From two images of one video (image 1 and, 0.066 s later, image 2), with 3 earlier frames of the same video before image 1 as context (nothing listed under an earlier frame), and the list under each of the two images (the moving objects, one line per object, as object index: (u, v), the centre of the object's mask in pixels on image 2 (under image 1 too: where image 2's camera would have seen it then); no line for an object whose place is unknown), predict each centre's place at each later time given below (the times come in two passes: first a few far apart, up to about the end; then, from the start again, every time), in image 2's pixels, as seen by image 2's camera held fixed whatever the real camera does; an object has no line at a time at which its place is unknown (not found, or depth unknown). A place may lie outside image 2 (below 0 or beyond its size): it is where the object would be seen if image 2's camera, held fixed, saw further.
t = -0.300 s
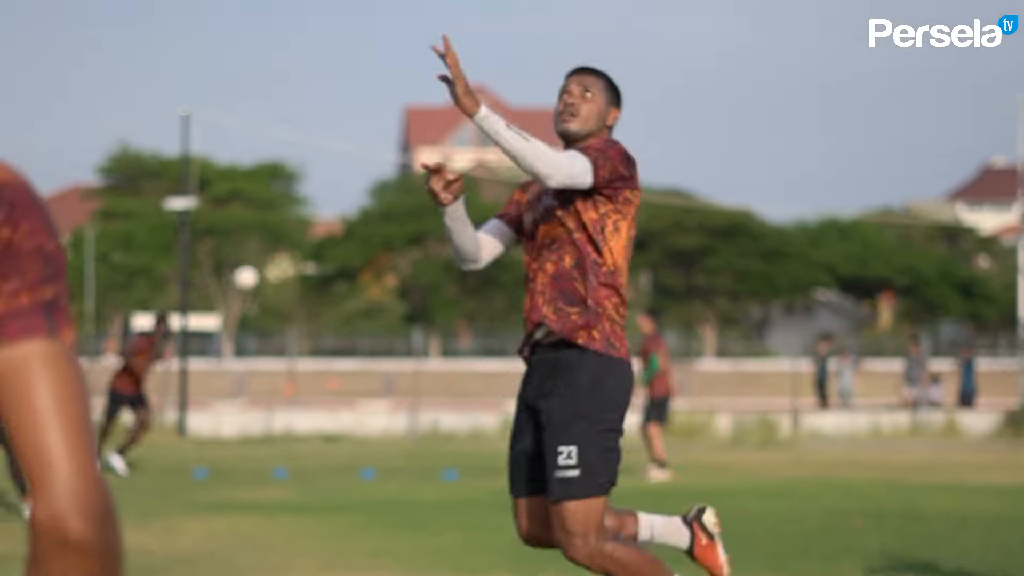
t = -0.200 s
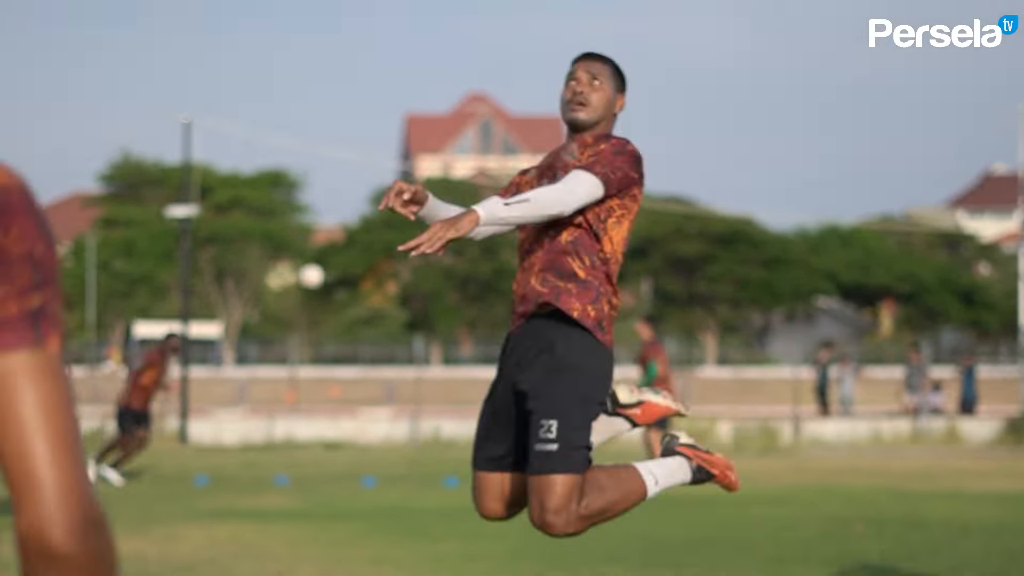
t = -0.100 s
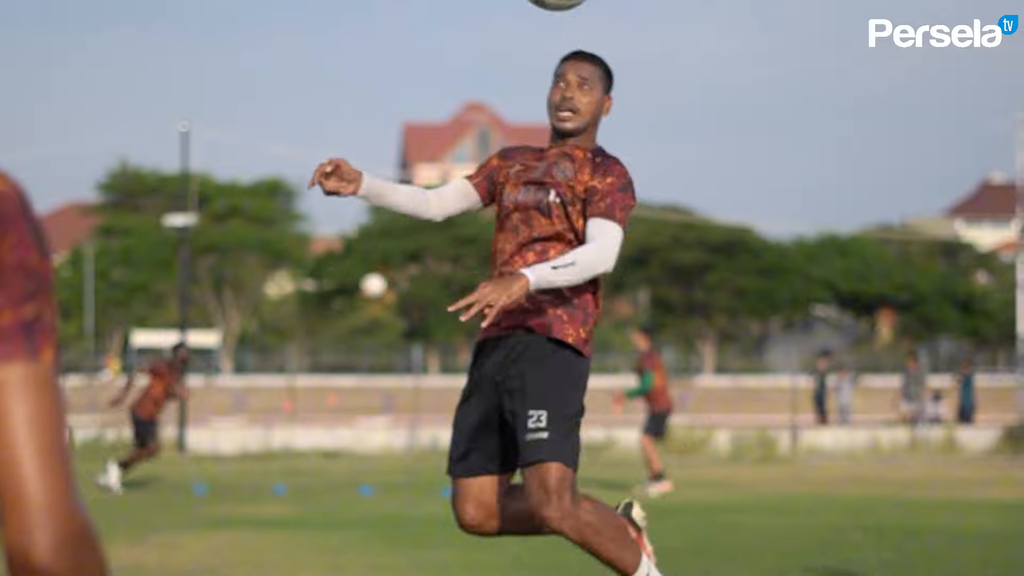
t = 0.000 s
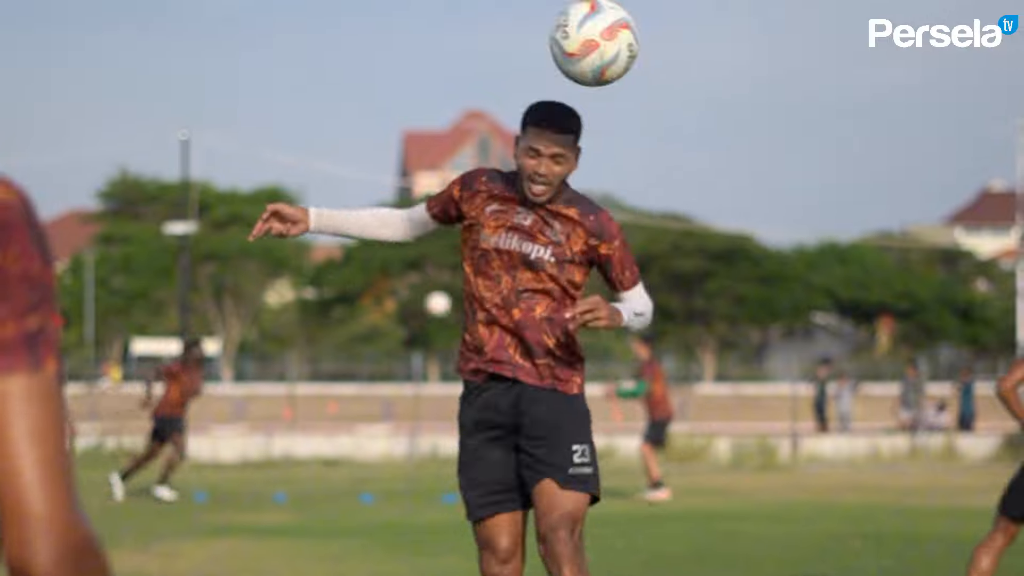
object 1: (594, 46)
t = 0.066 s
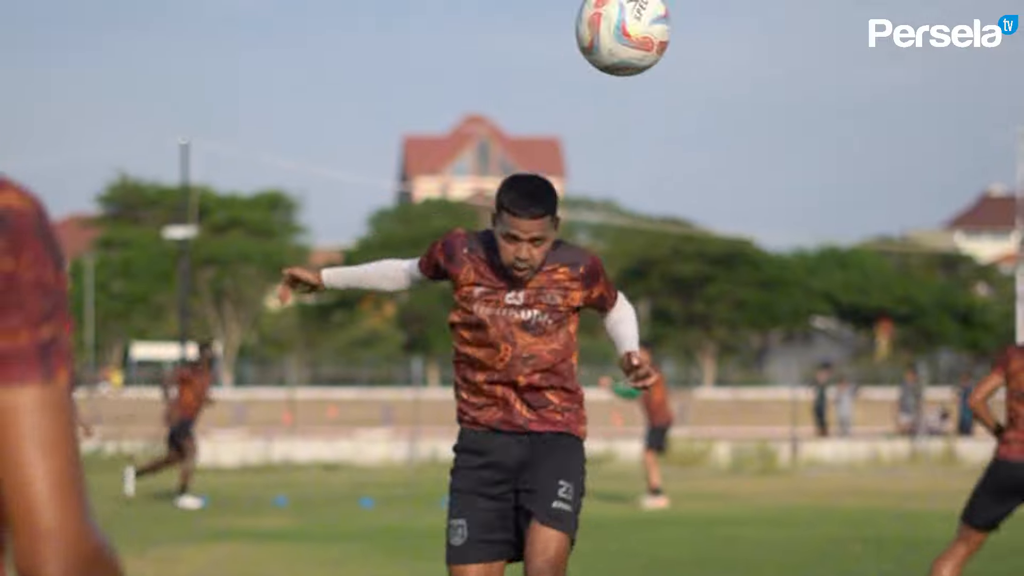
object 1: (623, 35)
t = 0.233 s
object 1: (718, 68)
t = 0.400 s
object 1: (863, 311)
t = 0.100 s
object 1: (640, 33)
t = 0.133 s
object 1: (657, 35)
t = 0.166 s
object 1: (676, 40)
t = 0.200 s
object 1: (696, 50)
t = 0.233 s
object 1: (718, 68)
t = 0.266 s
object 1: (742, 95)
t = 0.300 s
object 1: (768, 132)
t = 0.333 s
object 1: (796, 181)
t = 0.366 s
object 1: (829, 238)
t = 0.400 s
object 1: (863, 311)
